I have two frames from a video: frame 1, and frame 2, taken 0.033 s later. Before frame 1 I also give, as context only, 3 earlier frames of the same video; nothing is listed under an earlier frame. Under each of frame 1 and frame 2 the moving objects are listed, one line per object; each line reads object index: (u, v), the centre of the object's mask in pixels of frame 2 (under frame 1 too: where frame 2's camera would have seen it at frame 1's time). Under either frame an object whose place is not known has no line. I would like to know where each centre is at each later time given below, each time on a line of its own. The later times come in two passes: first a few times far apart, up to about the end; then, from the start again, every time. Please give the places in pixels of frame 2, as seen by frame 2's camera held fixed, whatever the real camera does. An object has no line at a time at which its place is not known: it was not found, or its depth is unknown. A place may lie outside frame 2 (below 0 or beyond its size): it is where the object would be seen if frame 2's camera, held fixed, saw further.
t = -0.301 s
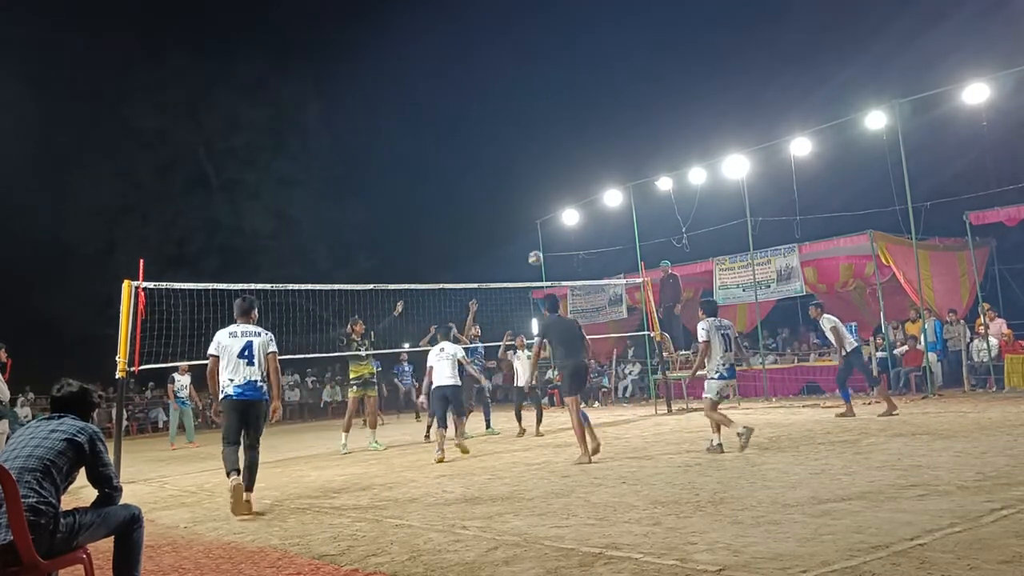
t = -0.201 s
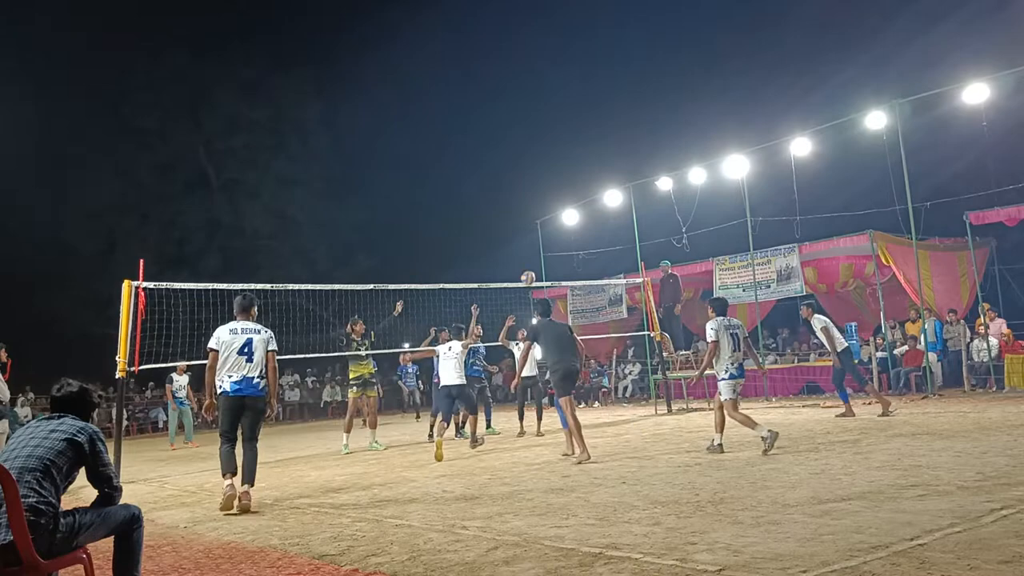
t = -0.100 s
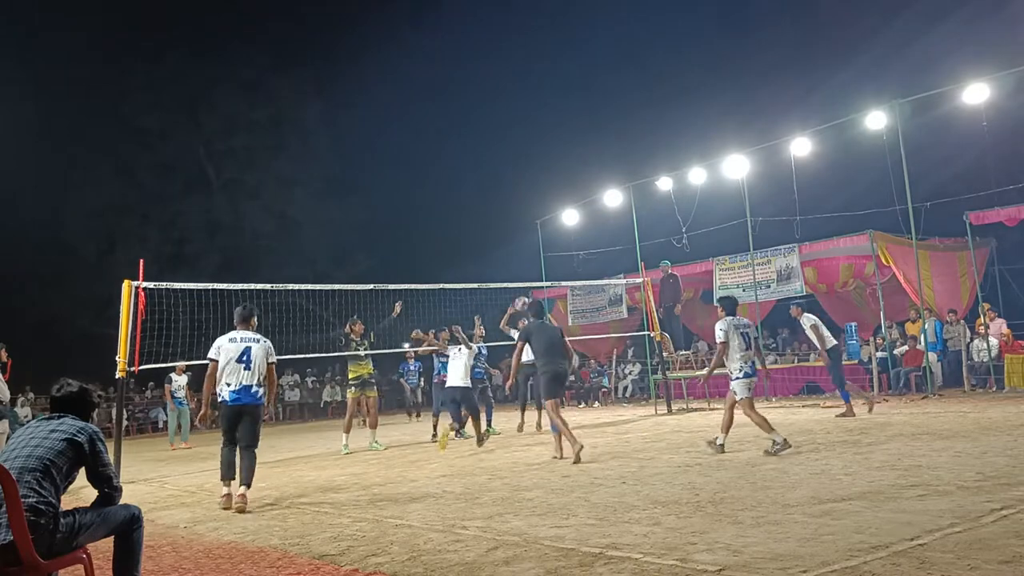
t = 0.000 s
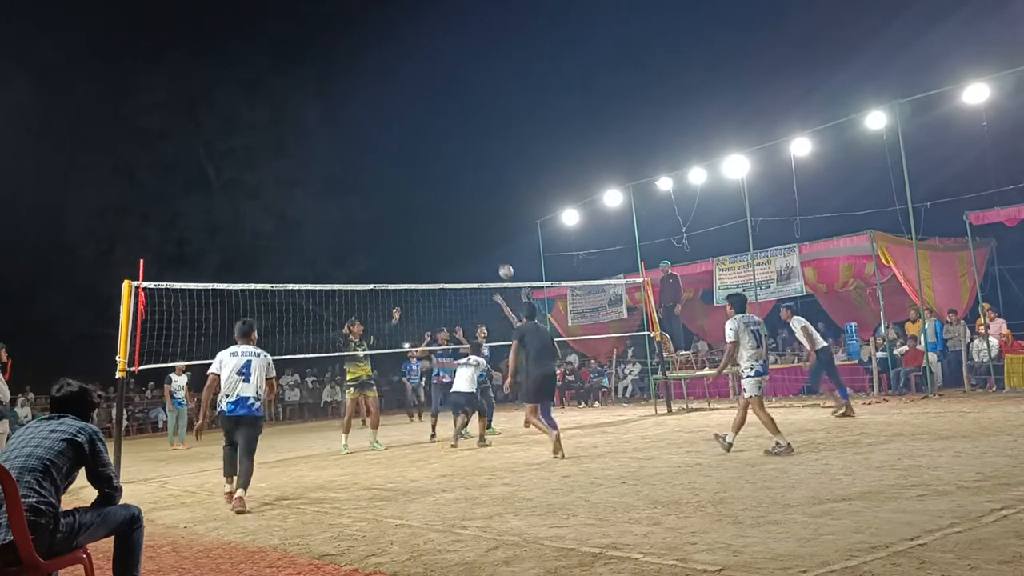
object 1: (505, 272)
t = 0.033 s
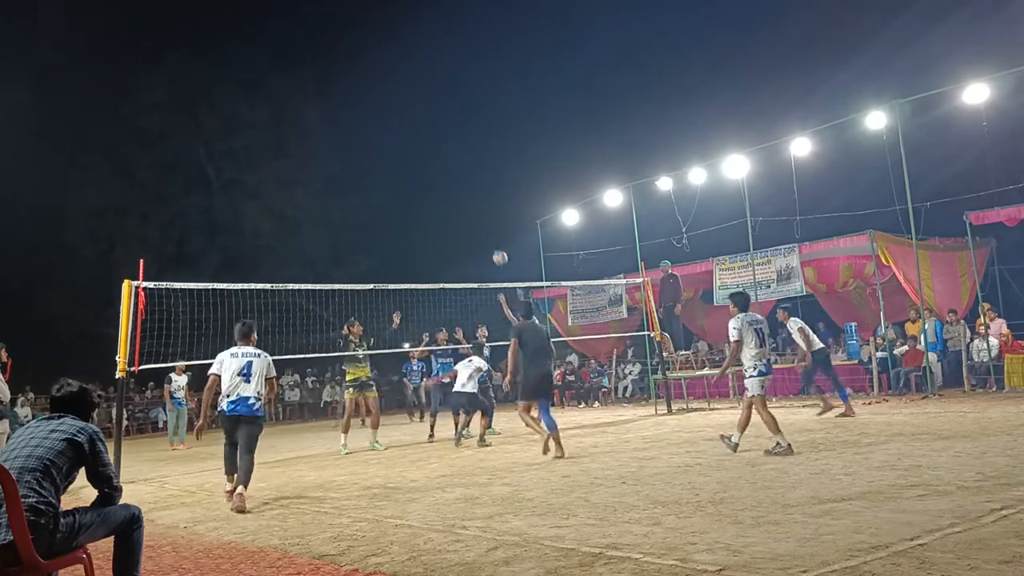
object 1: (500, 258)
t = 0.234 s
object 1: (464, 190)
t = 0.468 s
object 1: (426, 141)
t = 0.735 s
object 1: (382, 127)
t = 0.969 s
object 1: (344, 155)
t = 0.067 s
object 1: (493, 245)
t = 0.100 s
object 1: (488, 233)
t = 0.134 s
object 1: (482, 221)
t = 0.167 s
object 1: (476, 210)
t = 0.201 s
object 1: (470, 199)
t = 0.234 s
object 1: (464, 190)
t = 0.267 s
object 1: (459, 180)
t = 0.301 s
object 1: (453, 172)
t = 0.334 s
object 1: (448, 164)
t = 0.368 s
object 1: (442, 158)
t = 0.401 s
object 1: (437, 151)
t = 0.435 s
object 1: (431, 146)
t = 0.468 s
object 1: (426, 141)
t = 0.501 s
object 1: (420, 137)
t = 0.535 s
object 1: (415, 133)
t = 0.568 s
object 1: (409, 130)
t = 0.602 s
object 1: (404, 128)
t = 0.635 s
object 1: (398, 127)
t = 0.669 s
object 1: (393, 126)
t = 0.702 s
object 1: (387, 126)
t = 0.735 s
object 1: (382, 127)
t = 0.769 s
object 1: (377, 129)
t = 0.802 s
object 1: (371, 131)
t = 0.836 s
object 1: (366, 134)
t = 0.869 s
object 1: (360, 138)
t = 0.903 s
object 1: (355, 143)
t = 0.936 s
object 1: (349, 148)
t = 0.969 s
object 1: (344, 155)
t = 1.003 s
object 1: (338, 162)
